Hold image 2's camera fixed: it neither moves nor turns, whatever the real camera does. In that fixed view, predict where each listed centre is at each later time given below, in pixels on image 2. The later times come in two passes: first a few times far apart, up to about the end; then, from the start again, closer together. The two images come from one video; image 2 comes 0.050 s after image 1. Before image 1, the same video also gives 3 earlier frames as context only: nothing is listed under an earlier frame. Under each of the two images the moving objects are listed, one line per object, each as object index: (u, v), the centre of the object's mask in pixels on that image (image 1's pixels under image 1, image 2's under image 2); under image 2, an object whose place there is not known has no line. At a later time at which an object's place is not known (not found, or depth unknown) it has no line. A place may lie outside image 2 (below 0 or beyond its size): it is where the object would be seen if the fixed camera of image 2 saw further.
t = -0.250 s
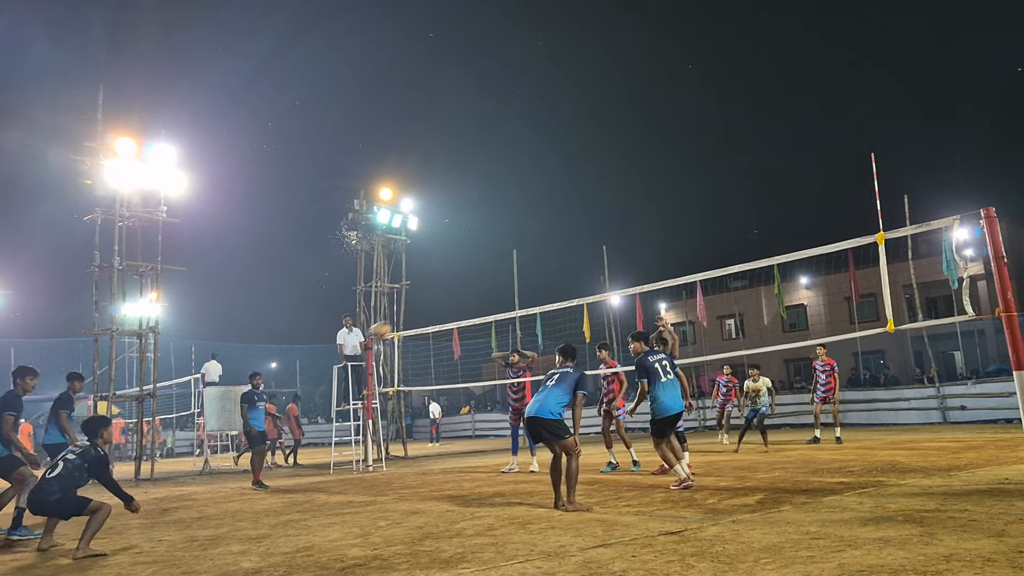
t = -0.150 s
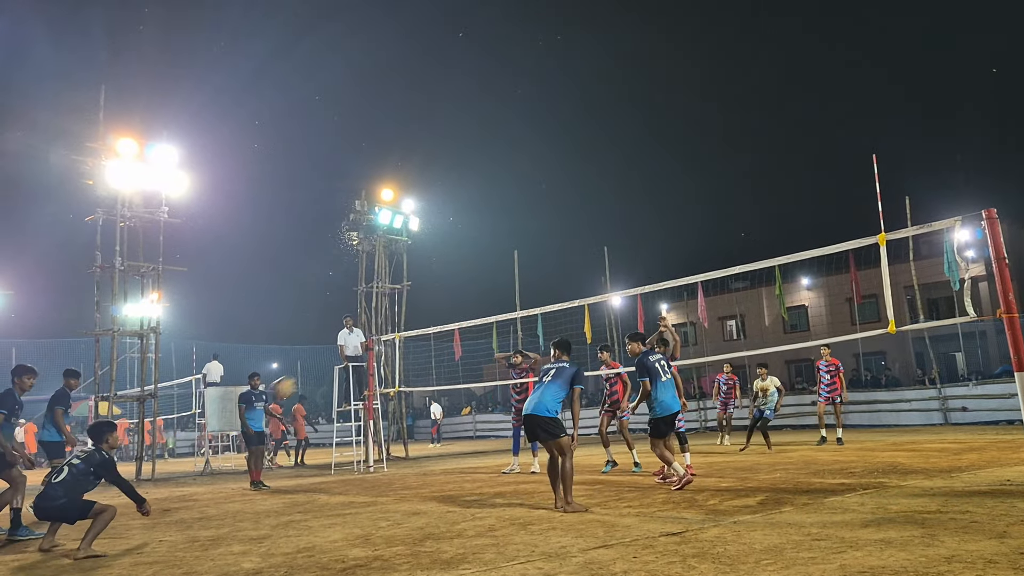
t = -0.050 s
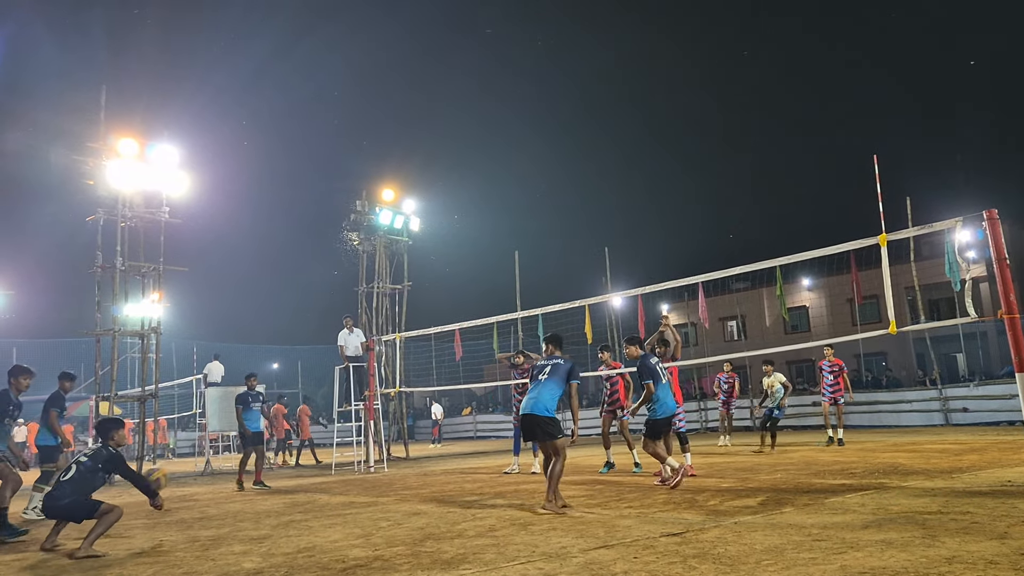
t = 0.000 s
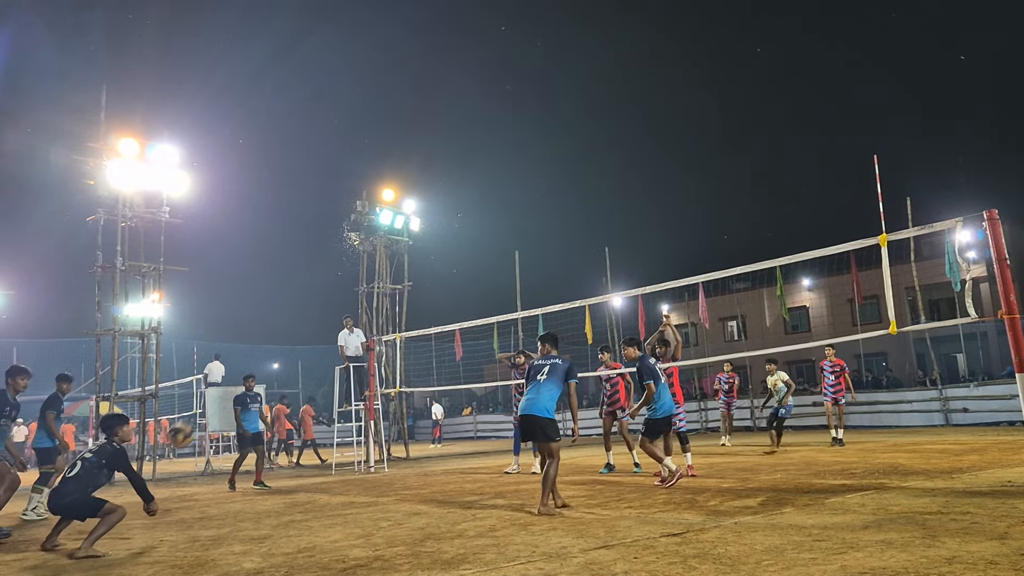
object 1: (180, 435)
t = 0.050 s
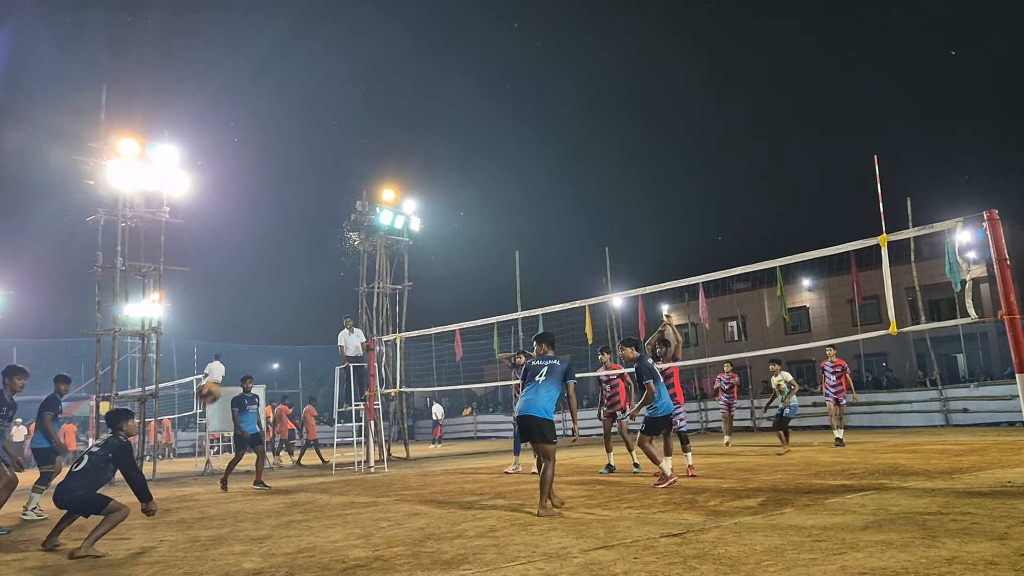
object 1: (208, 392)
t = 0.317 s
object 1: (336, 227)
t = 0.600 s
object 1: (454, 146)
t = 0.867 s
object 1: (555, 140)
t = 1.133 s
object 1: (653, 198)
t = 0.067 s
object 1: (218, 379)
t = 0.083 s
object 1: (227, 363)
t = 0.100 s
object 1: (234, 352)
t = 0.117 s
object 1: (243, 340)
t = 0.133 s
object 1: (251, 329)
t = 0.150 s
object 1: (260, 318)
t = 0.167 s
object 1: (268, 307)
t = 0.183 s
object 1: (276, 296)
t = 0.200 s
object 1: (284, 286)
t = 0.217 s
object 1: (292, 277)
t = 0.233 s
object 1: (299, 268)
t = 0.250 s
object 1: (307, 259)
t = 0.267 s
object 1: (314, 249)
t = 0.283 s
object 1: (321, 242)
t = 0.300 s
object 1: (329, 235)
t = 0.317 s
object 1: (336, 227)
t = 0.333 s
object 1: (343, 220)
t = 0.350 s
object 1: (352, 212)
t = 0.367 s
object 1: (358, 207)
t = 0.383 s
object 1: (365, 201)
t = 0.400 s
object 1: (372, 193)
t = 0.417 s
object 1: (378, 188)
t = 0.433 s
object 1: (386, 181)
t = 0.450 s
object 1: (394, 177)
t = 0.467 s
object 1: (400, 173)
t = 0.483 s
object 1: (407, 169)
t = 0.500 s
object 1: (415, 165)
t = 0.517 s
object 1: (421, 160)
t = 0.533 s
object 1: (428, 157)
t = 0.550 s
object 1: (434, 154)
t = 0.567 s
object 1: (441, 151)
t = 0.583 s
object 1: (447, 148)
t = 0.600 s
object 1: (454, 146)
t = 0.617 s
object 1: (460, 144)
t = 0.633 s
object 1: (467, 142)
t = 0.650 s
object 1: (474, 140)
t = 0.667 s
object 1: (480, 139)
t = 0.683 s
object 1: (486, 137)
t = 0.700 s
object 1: (493, 136)
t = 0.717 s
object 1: (499, 136)
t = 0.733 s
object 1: (505, 135)
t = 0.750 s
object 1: (511, 135)
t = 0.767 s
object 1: (518, 135)
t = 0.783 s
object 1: (524, 136)
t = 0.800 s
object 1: (530, 136)
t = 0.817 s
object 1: (537, 137)
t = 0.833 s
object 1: (543, 138)
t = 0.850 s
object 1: (549, 139)
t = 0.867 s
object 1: (555, 140)
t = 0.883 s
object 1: (561, 142)
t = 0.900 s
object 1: (568, 144)
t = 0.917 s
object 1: (574, 147)
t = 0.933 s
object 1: (580, 149)
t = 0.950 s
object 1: (586, 152)
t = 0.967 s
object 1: (592, 155)
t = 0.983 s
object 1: (598, 158)
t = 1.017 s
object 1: (611, 165)
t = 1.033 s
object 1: (617, 169)
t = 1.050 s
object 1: (623, 174)
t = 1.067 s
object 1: (629, 178)
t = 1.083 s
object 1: (635, 183)
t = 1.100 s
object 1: (641, 188)
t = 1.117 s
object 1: (647, 193)
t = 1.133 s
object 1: (653, 198)
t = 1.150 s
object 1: (660, 204)
